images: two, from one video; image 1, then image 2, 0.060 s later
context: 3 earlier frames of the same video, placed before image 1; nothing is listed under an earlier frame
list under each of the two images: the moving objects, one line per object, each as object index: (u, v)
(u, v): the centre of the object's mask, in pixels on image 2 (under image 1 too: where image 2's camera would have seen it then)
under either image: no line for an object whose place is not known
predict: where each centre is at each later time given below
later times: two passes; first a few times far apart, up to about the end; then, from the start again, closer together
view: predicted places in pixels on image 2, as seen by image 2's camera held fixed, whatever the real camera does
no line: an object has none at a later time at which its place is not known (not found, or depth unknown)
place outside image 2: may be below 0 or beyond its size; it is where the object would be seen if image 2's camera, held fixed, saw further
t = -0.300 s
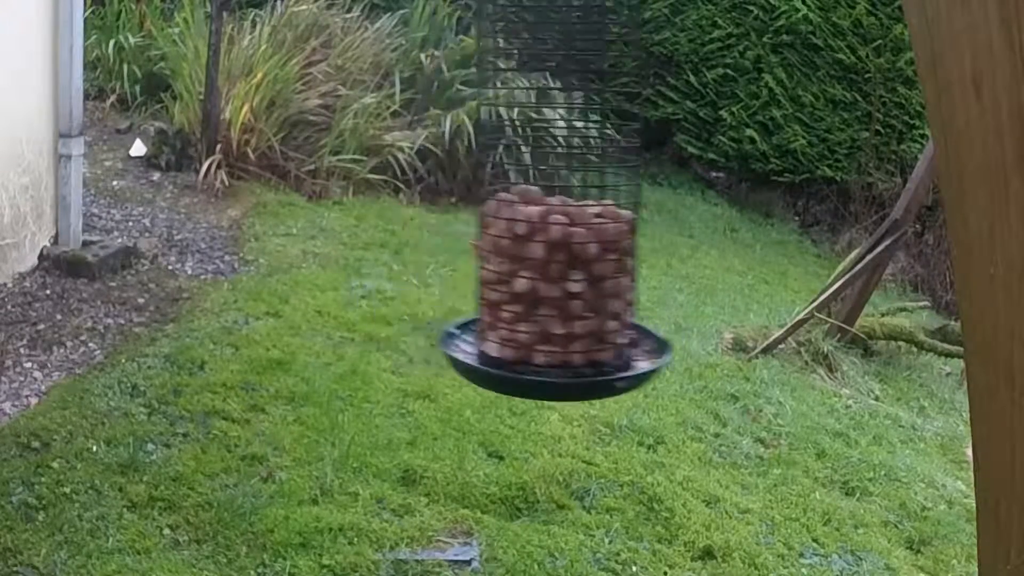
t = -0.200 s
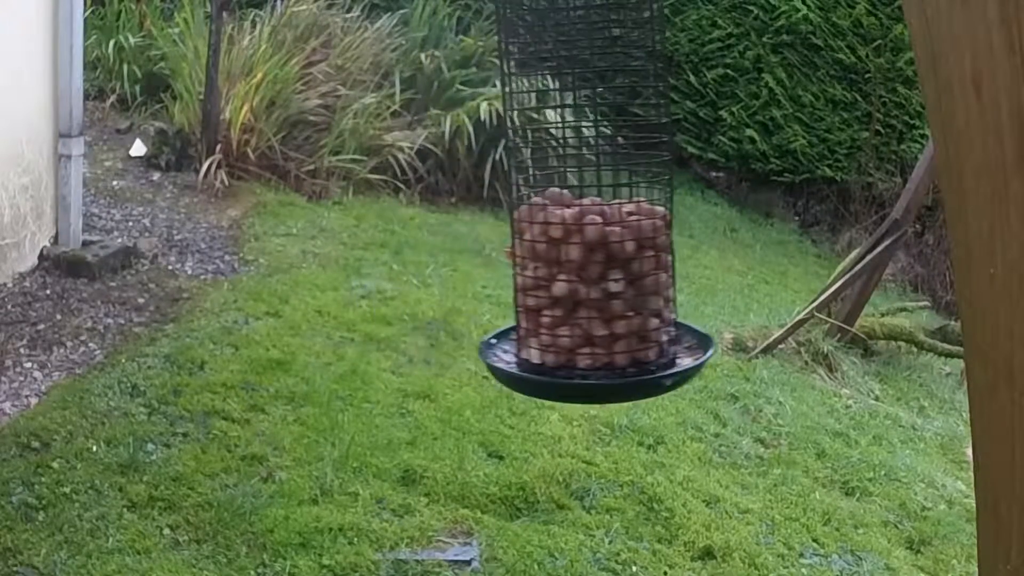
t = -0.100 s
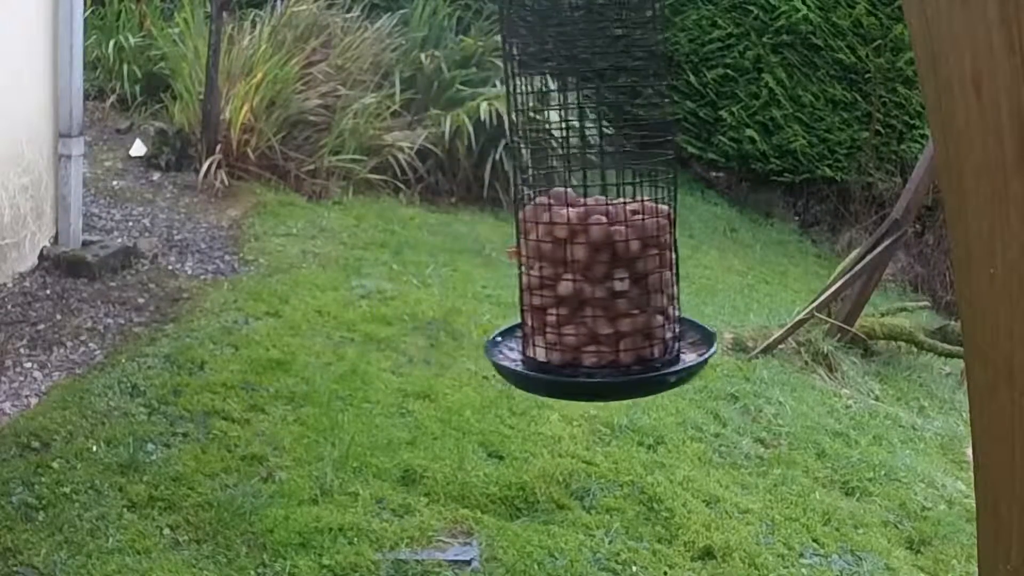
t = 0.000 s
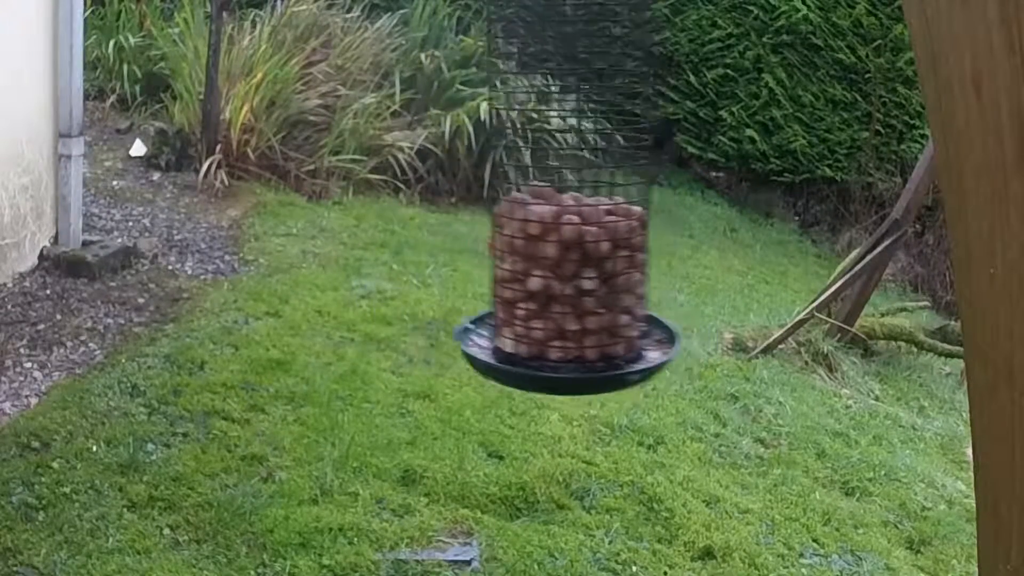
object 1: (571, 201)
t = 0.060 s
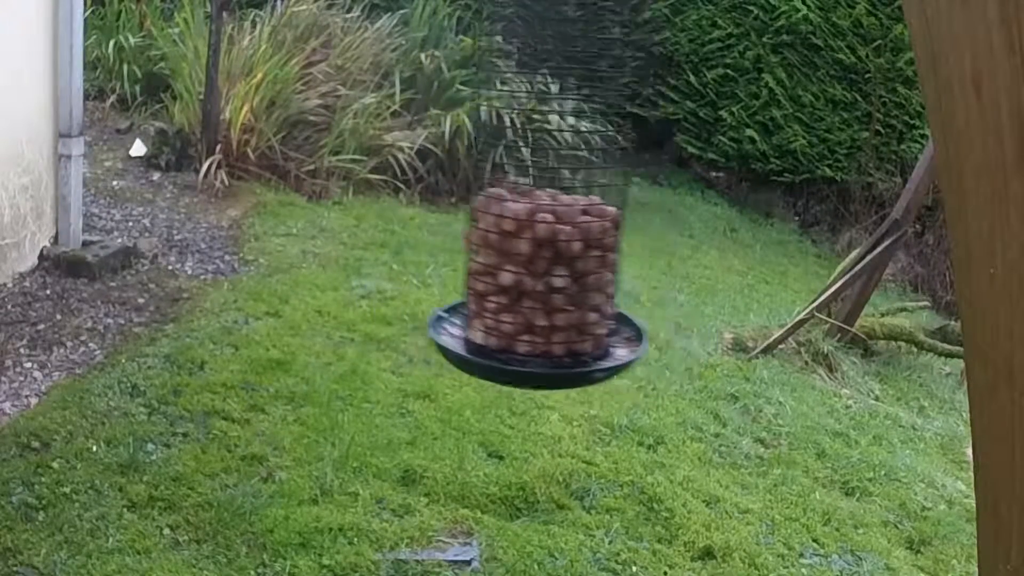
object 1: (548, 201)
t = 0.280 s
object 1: (482, 187)
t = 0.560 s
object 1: (556, 208)
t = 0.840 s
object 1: (578, 202)
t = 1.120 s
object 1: (485, 187)
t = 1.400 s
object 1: (546, 203)
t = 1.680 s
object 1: (584, 203)
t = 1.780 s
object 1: (554, 203)
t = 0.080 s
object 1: (540, 202)
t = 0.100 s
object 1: (531, 197)
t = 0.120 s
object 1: (522, 193)
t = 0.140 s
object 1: (516, 192)
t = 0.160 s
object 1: (509, 190)
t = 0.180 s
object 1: (503, 189)
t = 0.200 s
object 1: (499, 188)
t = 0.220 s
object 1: (491, 190)
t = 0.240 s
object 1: (486, 187)
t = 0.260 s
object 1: (484, 187)
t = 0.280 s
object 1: (482, 187)
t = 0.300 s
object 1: (481, 188)
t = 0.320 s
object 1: (482, 188)
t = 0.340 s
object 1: (484, 189)
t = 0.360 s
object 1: (486, 190)
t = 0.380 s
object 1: (491, 191)
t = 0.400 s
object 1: (496, 192)
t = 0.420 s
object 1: (502, 193)
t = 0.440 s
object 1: (508, 195)
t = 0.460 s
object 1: (515, 198)
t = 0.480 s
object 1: (521, 201)
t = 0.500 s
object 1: (530, 201)
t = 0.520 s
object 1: (539, 206)
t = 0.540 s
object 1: (548, 209)
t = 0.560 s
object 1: (556, 208)
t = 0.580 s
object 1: (565, 208)
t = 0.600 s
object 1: (571, 206)
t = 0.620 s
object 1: (578, 205)
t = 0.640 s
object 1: (584, 205)
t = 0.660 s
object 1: (588, 205)
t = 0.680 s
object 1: (592, 205)
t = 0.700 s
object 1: (594, 205)
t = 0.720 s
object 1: (595, 205)
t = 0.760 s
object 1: (594, 204)
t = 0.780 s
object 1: (591, 203)
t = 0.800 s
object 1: (588, 203)
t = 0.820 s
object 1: (583, 203)
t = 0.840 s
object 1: (578, 202)
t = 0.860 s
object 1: (572, 202)
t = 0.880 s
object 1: (566, 202)
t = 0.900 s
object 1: (558, 203)
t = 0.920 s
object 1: (551, 205)
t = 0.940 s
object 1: (541, 202)
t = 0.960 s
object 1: (533, 198)
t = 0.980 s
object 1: (525, 194)
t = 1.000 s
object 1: (517, 194)
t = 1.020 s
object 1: (512, 193)
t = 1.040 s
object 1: (505, 190)
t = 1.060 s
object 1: (498, 190)
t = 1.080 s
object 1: (491, 189)
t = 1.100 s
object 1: (487, 189)
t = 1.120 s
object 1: (485, 187)
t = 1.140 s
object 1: (483, 186)
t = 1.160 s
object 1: (482, 187)
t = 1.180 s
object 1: (482, 187)
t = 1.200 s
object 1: (484, 188)
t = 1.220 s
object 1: (487, 189)
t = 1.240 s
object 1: (490, 191)
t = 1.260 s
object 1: (494, 193)
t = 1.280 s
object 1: (501, 193)
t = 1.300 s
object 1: (506, 195)
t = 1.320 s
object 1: (513, 197)
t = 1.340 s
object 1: (520, 201)
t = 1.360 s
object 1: (528, 201)
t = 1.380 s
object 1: (536, 200)
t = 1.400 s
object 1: (546, 203)
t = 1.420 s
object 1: (556, 209)
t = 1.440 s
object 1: (563, 208)
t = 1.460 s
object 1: (570, 208)
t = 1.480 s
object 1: (577, 208)
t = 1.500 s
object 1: (582, 206)
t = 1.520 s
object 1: (587, 205)
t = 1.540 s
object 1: (591, 205)
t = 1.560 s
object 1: (593, 205)
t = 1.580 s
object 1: (595, 204)
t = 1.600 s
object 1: (595, 204)
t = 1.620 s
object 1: (594, 204)
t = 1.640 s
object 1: (592, 204)
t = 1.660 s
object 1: (589, 203)
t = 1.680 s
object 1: (584, 203)
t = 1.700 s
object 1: (579, 202)
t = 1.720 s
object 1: (573, 201)
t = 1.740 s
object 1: (566, 201)
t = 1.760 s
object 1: (561, 202)
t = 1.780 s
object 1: (554, 203)
